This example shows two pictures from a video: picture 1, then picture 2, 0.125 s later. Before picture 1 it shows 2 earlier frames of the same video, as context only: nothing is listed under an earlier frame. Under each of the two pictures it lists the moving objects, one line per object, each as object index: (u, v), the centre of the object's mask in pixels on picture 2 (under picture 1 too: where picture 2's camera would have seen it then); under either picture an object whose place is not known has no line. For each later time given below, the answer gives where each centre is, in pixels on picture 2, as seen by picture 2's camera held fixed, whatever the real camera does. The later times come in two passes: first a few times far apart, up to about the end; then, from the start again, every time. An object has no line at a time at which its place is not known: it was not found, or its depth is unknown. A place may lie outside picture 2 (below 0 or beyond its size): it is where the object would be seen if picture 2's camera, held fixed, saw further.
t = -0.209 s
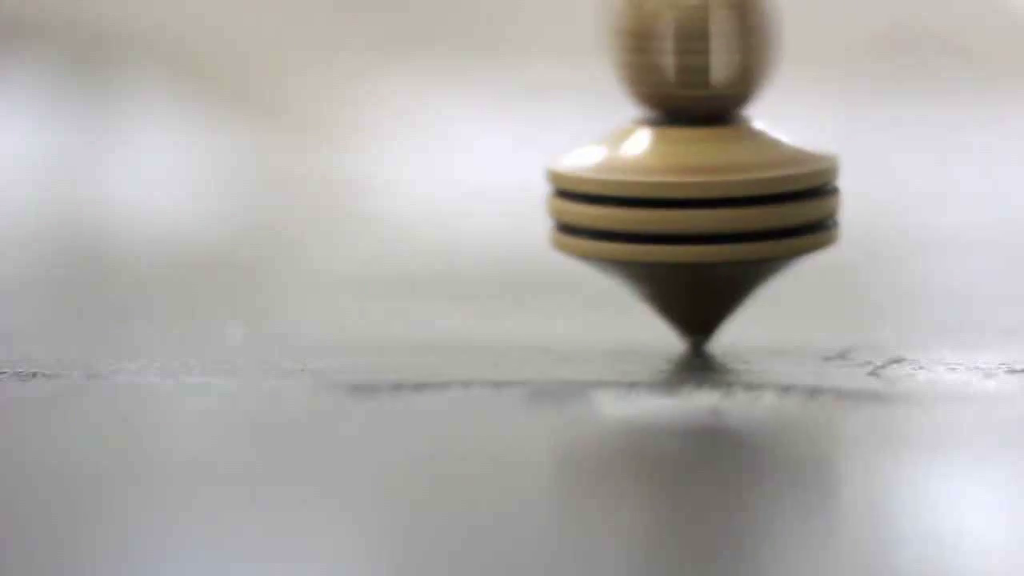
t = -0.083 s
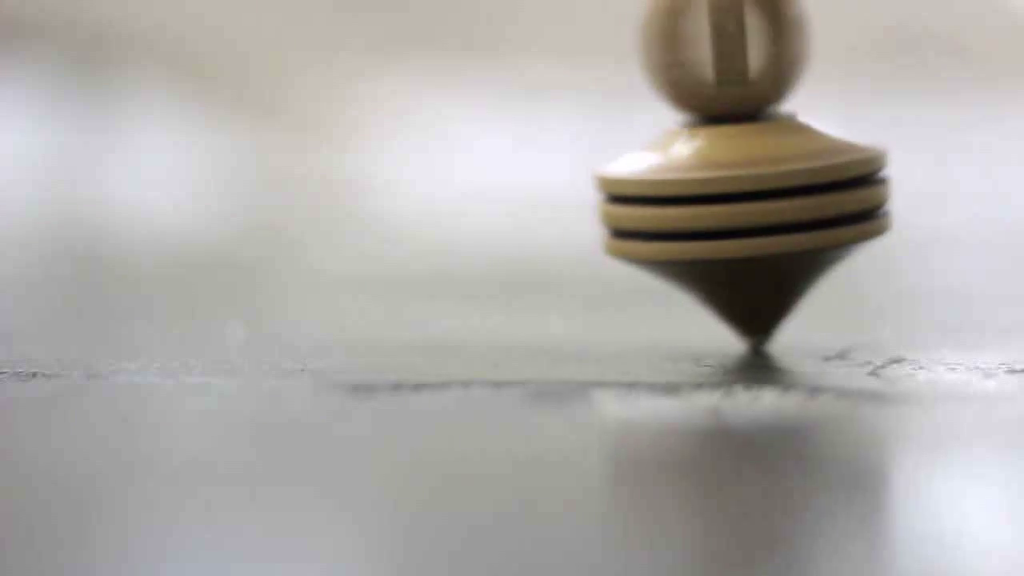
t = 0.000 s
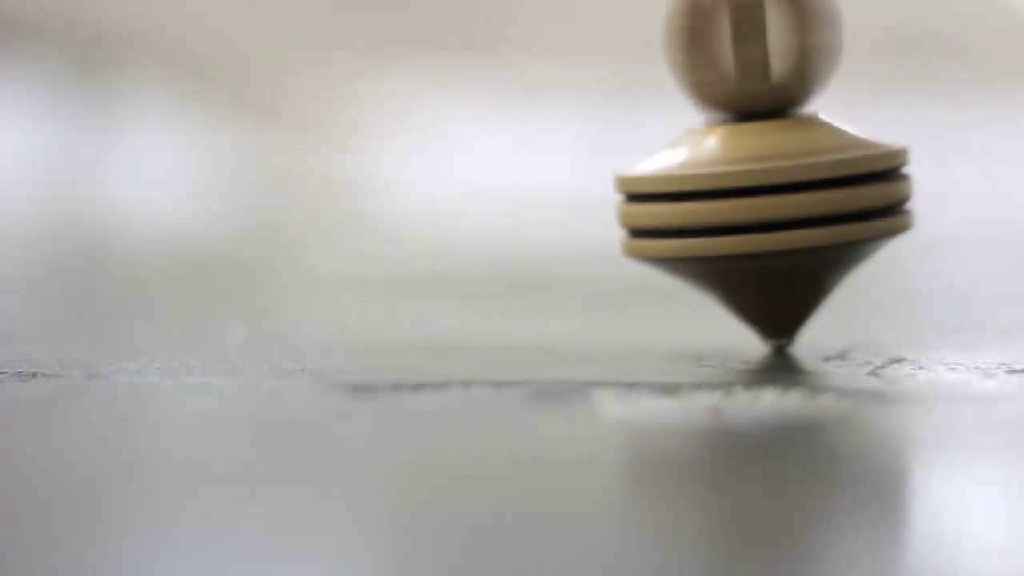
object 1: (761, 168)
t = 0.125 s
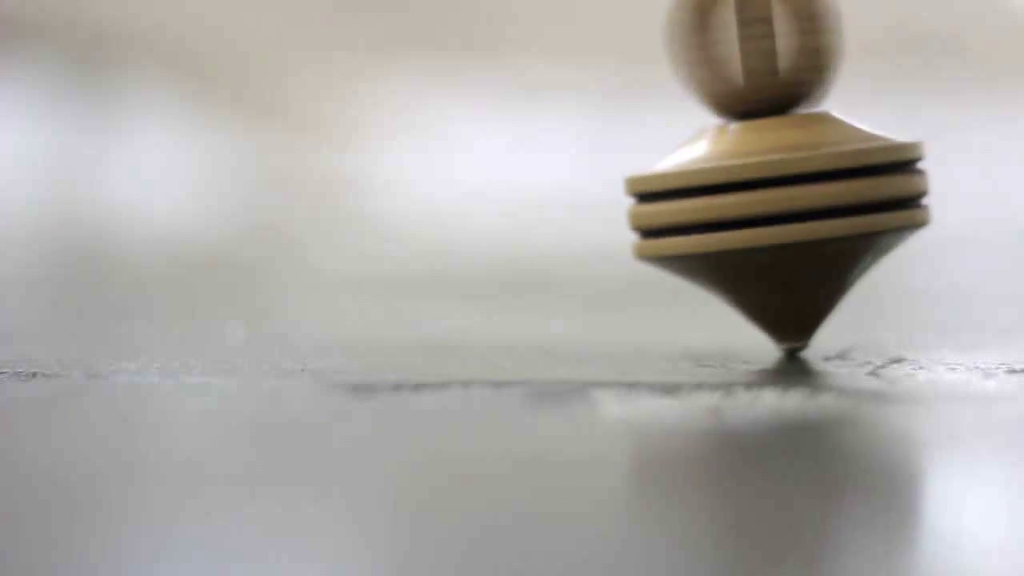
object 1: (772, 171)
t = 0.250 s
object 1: (751, 174)
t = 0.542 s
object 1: (637, 172)
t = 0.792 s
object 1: (574, 169)
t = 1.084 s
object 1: (609, 168)
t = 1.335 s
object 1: (661, 166)
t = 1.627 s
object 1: (636, 168)
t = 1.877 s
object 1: (571, 170)
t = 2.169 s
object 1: (551, 165)
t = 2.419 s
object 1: (585, 166)
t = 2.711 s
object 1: (602, 167)
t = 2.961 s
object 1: (566, 166)
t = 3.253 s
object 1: (520, 165)
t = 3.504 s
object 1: (546, 164)
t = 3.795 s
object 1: (576, 164)
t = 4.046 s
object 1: (549, 165)
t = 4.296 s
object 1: (509, 165)
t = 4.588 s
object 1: (519, 164)
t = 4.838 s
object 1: (555, 164)
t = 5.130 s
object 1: (560, 164)
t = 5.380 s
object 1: (530, 163)
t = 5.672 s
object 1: (525, 163)
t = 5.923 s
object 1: (558, 163)
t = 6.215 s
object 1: (573, 164)
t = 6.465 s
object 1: (540, 163)
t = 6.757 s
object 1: (546, 163)
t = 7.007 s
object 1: (586, 162)
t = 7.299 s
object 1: (593, 163)
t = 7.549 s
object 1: (575, 164)
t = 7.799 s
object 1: (586, 162)
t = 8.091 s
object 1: (627, 162)
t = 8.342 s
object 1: (629, 161)
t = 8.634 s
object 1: (611, 162)
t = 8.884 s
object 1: (632, 160)
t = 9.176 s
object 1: (667, 162)
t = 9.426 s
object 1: (654, 162)
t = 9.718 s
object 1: (651, 162)
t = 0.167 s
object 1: (766, 171)
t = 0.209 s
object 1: (760, 173)
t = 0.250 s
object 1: (751, 174)
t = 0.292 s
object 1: (737, 173)
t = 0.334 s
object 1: (722, 174)
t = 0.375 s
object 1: (705, 172)
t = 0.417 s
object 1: (687, 173)
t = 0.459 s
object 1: (672, 173)
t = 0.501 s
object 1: (655, 175)
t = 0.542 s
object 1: (637, 172)
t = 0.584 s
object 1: (620, 171)
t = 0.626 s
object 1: (607, 171)
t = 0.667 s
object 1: (593, 171)
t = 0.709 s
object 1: (581, 170)
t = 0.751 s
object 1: (576, 171)
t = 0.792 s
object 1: (574, 169)
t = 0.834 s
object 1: (572, 168)
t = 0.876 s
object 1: (574, 169)
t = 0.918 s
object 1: (575, 168)
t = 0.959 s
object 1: (579, 168)
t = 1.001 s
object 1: (587, 167)
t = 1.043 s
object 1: (598, 166)
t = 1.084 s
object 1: (609, 168)
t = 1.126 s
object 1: (616, 168)
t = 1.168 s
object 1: (626, 167)
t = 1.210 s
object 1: (636, 167)
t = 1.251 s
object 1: (643, 166)
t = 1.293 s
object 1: (654, 165)
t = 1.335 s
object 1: (661, 166)
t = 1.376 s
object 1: (661, 166)
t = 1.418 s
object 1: (658, 167)
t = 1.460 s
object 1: (659, 168)
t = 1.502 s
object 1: (659, 168)
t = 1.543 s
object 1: (655, 170)
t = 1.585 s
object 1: (646, 169)
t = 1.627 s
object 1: (636, 168)
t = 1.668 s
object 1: (625, 170)
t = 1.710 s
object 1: (616, 169)
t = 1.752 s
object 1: (606, 169)
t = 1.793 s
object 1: (594, 170)
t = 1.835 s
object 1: (581, 169)
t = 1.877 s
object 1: (571, 170)
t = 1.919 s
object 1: (564, 168)
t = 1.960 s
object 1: (556, 168)
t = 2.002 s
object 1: (551, 168)
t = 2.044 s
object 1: (546, 167)
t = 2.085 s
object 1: (542, 168)
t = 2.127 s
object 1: (546, 167)
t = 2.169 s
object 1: (551, 165)
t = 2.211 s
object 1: (553, 167)
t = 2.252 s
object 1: (555, 165)
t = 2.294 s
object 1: (562, 166)
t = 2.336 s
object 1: (571, 165)
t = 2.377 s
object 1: (580, 165)
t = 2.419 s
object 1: (585, 166)
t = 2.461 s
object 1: (589, 165)
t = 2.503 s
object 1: (594, 165)
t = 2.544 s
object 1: (601, 165)
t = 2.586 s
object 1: (605, 166)
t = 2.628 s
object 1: (605, 166)
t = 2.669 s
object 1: (604, 165)
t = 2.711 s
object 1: (602, 167)
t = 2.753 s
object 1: (601, 166)
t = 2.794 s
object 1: (596, 166)
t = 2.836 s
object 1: (588, 166)
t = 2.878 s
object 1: (578, 167)
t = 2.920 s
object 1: (572, 168)
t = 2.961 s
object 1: (566, 166)
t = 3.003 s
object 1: (556, 167)
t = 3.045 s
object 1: (544, 166)
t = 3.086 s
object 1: (534, 167)
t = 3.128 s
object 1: (532, 166)
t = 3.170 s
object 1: (531, 167)
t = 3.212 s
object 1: (526, 167)
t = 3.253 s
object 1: (520, 165)
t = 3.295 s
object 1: (522, 166)
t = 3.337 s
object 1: (528, 163)
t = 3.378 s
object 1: (530, 165)
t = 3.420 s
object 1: (533, 164)
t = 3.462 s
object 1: (537, 165)
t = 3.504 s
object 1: (546, 164)
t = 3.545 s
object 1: (554, 165)
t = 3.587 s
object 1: (558, 164)
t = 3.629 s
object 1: (563, 165)
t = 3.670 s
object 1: (570, 165)
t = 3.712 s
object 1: (576, 165)
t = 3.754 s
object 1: (576, 165)
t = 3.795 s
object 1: (576, 164)
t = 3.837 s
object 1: (574, 166)
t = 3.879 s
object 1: (573, 164)
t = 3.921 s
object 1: (570, 166)
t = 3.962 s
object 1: (563, 164)
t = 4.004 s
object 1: (554, 167)
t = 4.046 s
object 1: (549, 165)
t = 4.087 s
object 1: (543, 165)
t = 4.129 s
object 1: (533, 165)
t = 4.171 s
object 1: (524, 167)
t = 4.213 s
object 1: (520, 165)
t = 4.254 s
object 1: (516, 166)
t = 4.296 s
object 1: (509, 165)
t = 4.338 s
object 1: (503, 166)
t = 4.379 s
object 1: (504, 165)
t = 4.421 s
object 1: (504, 165)
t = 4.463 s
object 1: (501, 164)
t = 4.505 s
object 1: (503, 165)
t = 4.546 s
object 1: (510, 164)
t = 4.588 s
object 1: (519, 164)
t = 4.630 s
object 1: (522, 164)
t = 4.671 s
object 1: (528, 164)
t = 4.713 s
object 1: (537, 164)
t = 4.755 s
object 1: (547, 164)
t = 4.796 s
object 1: (551, 164)
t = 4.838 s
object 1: (555, 164)
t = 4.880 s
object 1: (559, 164)
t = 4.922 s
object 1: (566, 164)
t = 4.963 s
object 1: (567, 164)
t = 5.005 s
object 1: (567, 164)
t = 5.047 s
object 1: (567, 164)
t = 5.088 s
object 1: (565, 164)
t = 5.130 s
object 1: (560, 164)
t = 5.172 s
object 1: (556, 165)
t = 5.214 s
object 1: (553, 164)
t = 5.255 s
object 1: (547, 164)
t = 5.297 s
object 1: (539, 164)
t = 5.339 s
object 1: (533, 164)
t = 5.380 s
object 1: (530, 163)
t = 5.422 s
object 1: (526, 165)
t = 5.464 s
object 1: (520, 163)
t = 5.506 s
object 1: (517, 164)
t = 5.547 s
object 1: (519, 162)
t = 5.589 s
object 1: (520, 163)
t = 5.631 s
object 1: (520, 162)
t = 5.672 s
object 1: (525, 163)
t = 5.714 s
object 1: (533, 161)
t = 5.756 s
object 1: (537, 163)
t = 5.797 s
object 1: (543, 162)
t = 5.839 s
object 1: (547, 163)
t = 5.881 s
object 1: (553, 163)
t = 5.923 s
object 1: (558, 163)
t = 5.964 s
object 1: (567, 163)
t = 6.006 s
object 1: (574, 162)
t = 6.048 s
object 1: (575, 163)
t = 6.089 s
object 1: (572, 162)
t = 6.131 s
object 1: (572, 164)
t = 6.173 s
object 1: (576, 162)
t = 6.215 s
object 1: (573, 164)
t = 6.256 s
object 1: (564, 163)
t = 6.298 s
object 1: (559, 165)
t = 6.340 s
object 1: (558, 164)
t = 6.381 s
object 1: (550, 165)
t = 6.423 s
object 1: (541, 164)
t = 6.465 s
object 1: (540, 163)
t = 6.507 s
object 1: (539, 164)
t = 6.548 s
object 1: (534, 162)
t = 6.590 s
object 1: (531, 164)
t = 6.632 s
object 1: (535, 162)
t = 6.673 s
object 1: (536, 163)
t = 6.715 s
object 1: (540, 163)
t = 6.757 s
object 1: (546, 163)
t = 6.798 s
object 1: (555, 162)
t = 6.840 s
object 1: (558, 161)
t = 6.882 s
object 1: (566, 162)
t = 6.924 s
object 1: (576, 161)
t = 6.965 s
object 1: (581, 162)
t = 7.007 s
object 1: (586, 162)
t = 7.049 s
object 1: (593, 163)
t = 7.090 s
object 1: (599, 163)
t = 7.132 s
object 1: (597, 162)
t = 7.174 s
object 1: (597, 163)
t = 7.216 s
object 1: (601, 161)
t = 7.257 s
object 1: (599, 163)
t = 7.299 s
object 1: (593, 163)
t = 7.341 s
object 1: (589, 163)
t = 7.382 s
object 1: (588, 164)
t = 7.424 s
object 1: (581, 163)
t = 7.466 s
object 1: (576, 164)
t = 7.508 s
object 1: (577, 162)
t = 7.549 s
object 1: (575, 164)
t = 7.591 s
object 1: (569, 163)
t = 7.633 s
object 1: (569, 162)
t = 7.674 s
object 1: (572, 162)
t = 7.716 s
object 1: (572, 161)
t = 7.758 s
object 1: (577, 164)
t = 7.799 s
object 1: (586, 162)
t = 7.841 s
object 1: (589, 162)
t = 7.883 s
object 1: (592, 162)
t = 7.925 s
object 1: (602, 161)
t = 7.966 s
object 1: (610, 162)
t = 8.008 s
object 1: (614, 161)
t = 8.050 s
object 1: (620, 163)
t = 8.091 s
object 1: (627, 162)
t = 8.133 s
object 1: (629, 161)
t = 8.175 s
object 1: (631, 162)
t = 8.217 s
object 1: (632, 161)
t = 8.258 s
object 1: (630, 162)
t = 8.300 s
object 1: (628, 162)
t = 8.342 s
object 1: (629, 161)
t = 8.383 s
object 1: (625, 163)
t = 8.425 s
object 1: (618, 163)
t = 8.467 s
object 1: (618, 162)
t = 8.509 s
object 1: (618, 162)
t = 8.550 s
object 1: (612, 161)
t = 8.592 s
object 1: (610, 163)
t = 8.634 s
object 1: (611, 162)
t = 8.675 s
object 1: (609, 162)
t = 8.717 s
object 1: (612, 162)
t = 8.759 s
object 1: (619, 161)
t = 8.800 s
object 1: (620, 162)
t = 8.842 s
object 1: (623, 162)
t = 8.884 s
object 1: (632, 160)
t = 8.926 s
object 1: (638, 162)
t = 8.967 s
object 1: (641, 162)
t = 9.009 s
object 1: (651, 161)
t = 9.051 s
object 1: (658, 162)
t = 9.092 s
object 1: (660, 162)
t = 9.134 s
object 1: (665, 162)
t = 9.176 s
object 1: (667, 162)
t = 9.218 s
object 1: (664, 161)
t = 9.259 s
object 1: (664, 163)
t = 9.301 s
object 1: (666, 162)
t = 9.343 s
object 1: (661, 161)
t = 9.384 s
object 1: (655, 163)
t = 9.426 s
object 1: (654, 162)
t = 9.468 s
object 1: (649, 162)
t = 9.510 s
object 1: (647, 163)
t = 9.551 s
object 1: (649, 161)
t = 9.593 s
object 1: (646, 163)
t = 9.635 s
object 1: (643, 162)
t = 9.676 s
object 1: (648, 160)
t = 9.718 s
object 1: (651, 162)
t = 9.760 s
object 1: (655, 161)
